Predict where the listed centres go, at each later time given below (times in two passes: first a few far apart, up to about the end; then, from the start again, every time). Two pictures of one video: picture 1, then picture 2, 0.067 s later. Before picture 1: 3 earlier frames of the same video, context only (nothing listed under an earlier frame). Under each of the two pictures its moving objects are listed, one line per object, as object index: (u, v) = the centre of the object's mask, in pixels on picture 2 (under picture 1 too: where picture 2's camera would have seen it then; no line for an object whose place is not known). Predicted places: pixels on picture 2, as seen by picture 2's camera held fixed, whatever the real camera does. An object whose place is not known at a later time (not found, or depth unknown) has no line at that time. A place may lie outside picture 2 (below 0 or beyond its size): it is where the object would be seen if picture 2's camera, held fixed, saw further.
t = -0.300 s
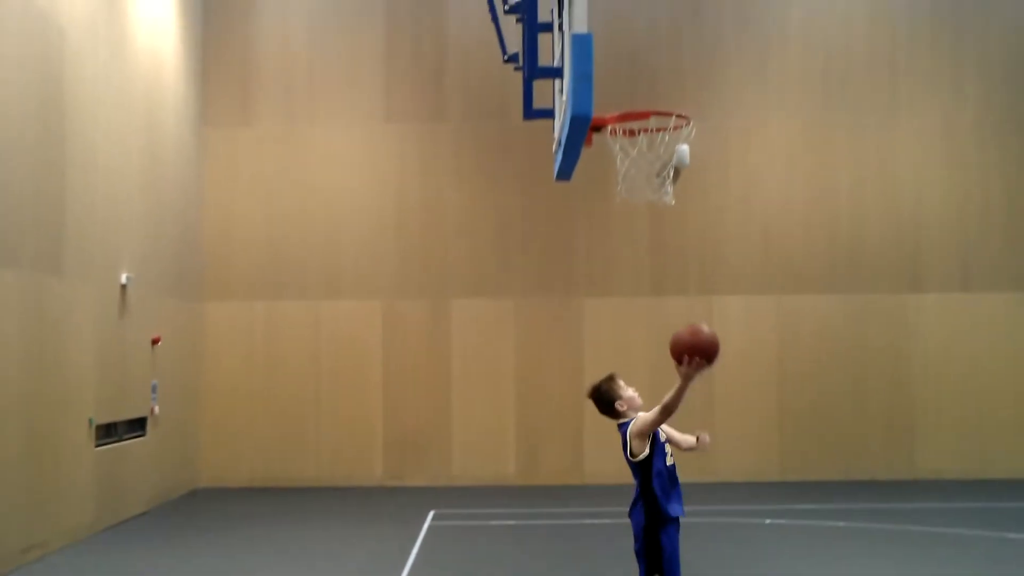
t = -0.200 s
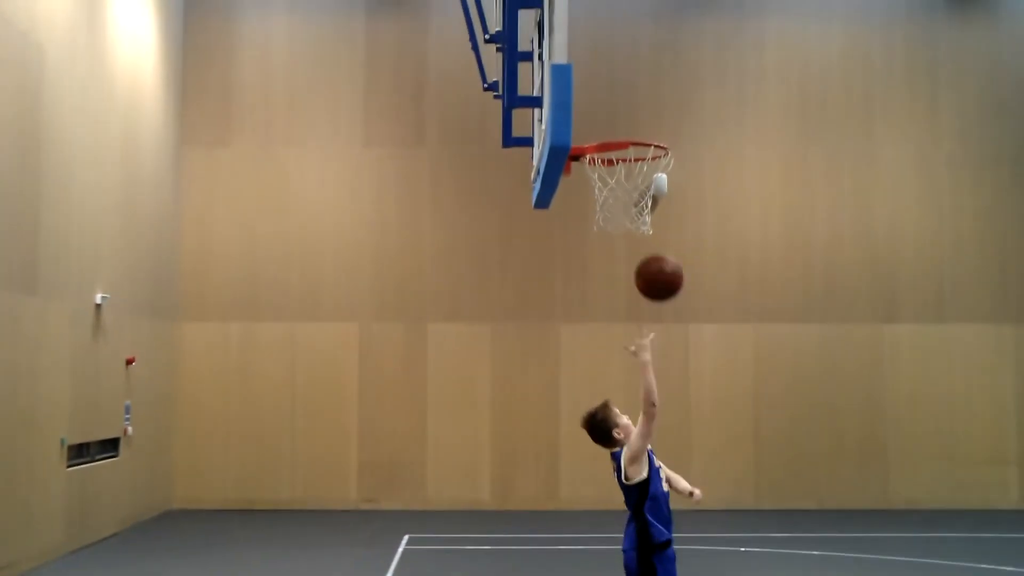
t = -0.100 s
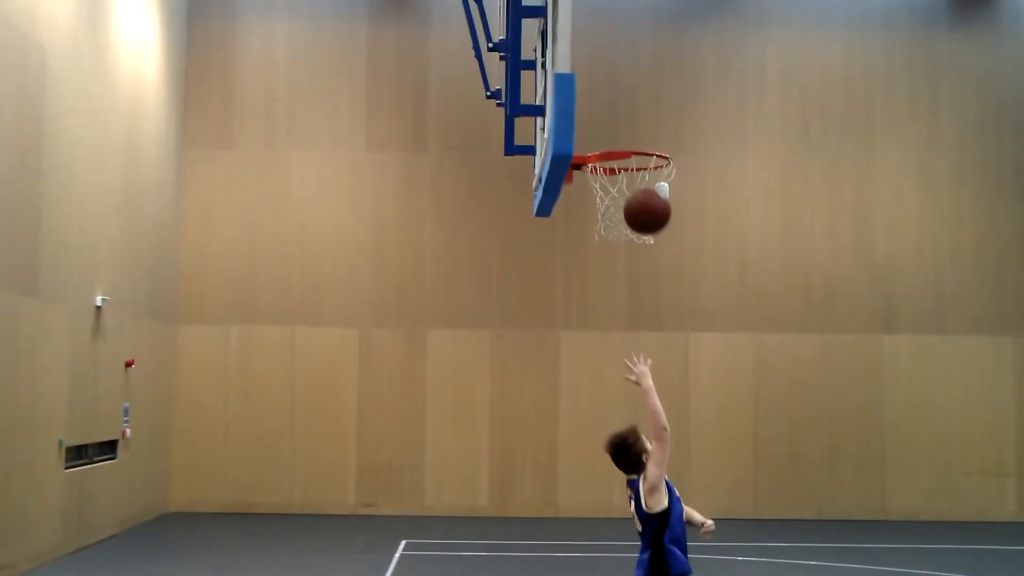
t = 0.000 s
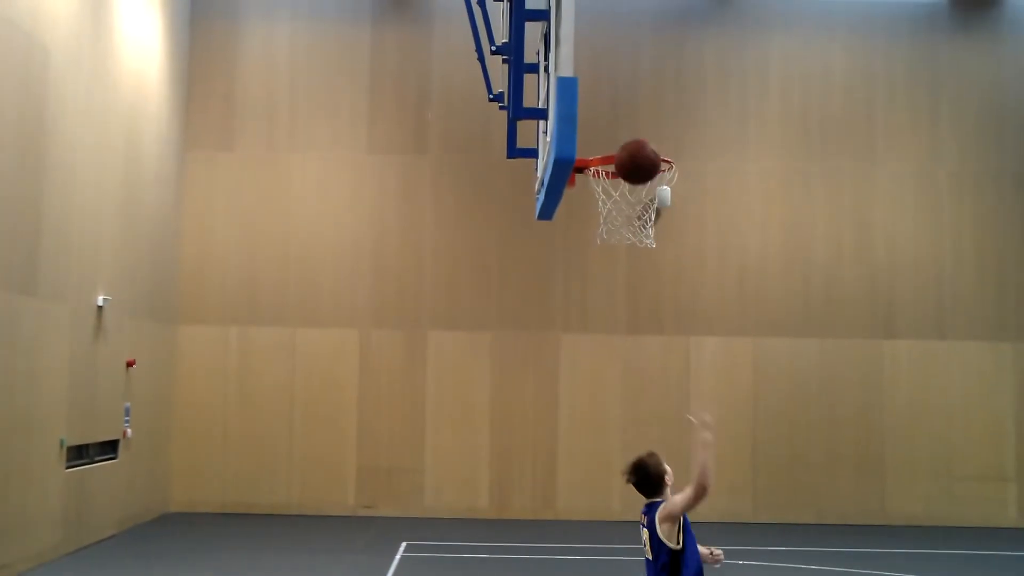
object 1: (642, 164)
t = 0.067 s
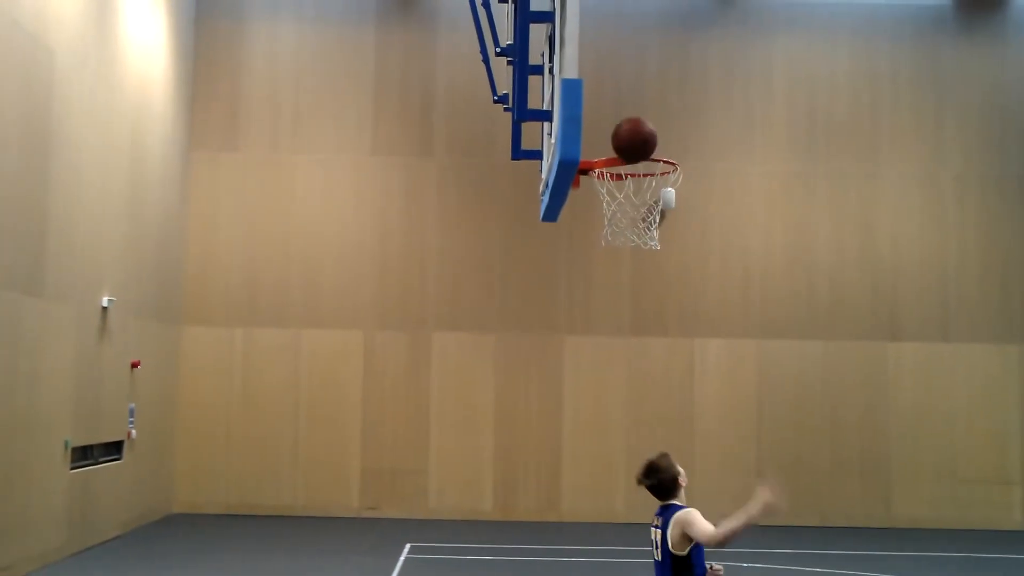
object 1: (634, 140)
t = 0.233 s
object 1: (615, 117)
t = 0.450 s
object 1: (603, 135)
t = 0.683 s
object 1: (623, 144)
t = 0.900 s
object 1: (642, 254)
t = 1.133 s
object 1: (659, 446)
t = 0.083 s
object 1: (632, 136)
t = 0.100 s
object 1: (630, 131)
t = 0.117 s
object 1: (628, 128)
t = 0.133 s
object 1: (626, 124)
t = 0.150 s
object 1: (625, 122)
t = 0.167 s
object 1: (623, 120)
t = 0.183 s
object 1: (621, 118)
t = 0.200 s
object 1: (619, 117)
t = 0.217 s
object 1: (617, 117)
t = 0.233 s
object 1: (615, 117)
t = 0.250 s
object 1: (613, 118)
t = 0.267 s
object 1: (611, 118)
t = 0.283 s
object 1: (609, 120)
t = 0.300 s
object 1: (608, 122)
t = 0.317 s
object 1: (606, 125)
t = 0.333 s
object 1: (604, 128)
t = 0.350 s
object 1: (603, 131)
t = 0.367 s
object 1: (601, 135)
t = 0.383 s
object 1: (600, 139)
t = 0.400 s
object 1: (599, 141)
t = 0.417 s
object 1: (600, 140)
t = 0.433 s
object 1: (602, 138)
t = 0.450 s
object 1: (603, 135)
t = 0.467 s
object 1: (603, 133)
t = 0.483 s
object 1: (604, 132)
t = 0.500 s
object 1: (606, 131)
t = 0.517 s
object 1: (607, 130)
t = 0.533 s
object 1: (609, 130)
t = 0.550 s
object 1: (611, 130)
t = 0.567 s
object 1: (612, 130)
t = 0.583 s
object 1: (614, 132)
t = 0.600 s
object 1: (615, 133)
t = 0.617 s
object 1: (617, 135)
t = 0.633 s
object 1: (619, 137)
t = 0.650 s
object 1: (620, 140)
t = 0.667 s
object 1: (621, 142)
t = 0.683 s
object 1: (623, 144)
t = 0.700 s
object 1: (625, 155)
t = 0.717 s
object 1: (627, 156)
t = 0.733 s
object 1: (629, 168)
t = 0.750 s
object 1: (631, 178)
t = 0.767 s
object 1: (632, 183)
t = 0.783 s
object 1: (634, 187)
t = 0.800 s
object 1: (634, 195)
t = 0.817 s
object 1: (635, 204)
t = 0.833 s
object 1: (637, 213)
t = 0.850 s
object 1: (639, 222)
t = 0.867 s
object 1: (640, 232)
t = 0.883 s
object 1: (637, 244)
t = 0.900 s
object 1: (642, 254)
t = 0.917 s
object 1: (644, 260)
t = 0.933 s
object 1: (645, 271)
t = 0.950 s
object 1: (646, 283)
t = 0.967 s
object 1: (646, 295)
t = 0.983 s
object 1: (648, 307)
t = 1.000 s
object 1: (649, 320)
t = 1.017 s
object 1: (651, 334)
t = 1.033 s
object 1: (652, 349)
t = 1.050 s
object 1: (653, 365)
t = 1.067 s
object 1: (654, 381)
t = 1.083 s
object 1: (655, 397)
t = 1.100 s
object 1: (656, 413)
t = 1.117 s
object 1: (657, 429)
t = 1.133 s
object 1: (659, 446)
